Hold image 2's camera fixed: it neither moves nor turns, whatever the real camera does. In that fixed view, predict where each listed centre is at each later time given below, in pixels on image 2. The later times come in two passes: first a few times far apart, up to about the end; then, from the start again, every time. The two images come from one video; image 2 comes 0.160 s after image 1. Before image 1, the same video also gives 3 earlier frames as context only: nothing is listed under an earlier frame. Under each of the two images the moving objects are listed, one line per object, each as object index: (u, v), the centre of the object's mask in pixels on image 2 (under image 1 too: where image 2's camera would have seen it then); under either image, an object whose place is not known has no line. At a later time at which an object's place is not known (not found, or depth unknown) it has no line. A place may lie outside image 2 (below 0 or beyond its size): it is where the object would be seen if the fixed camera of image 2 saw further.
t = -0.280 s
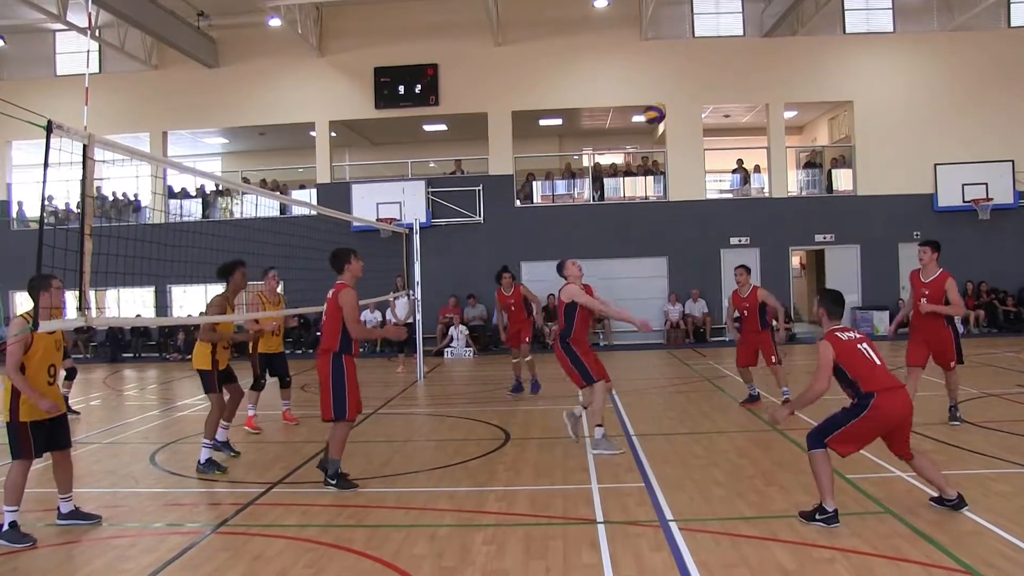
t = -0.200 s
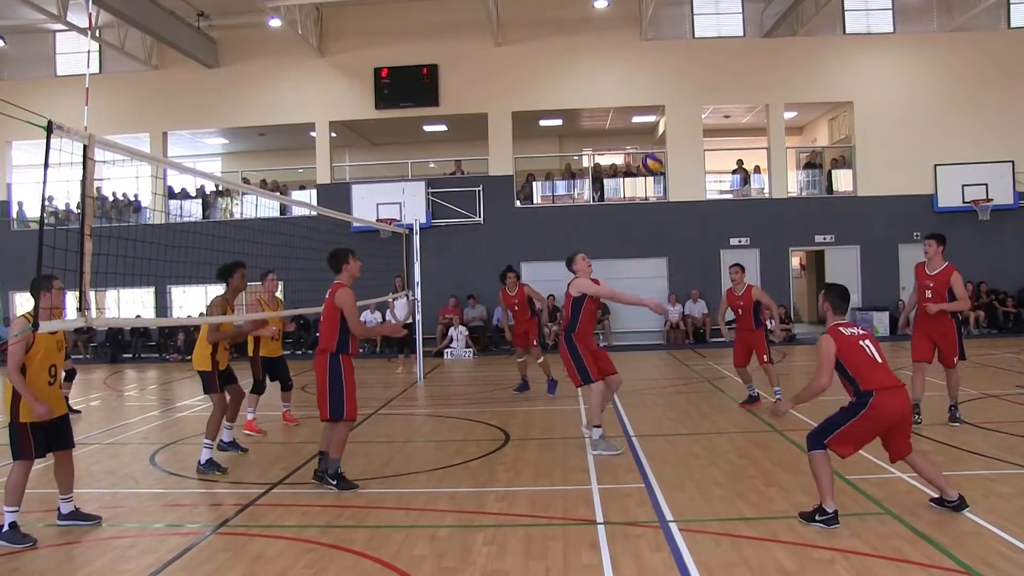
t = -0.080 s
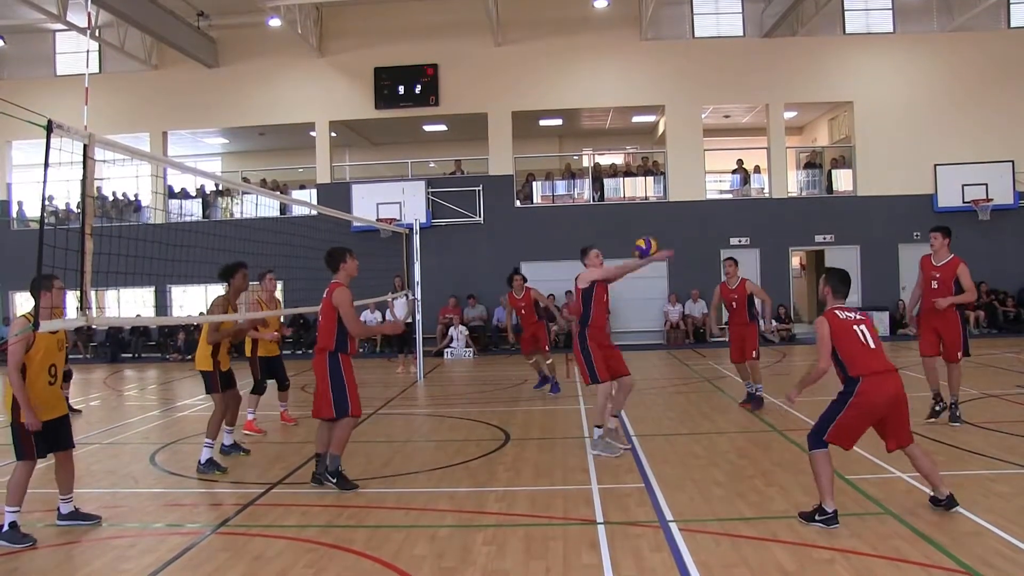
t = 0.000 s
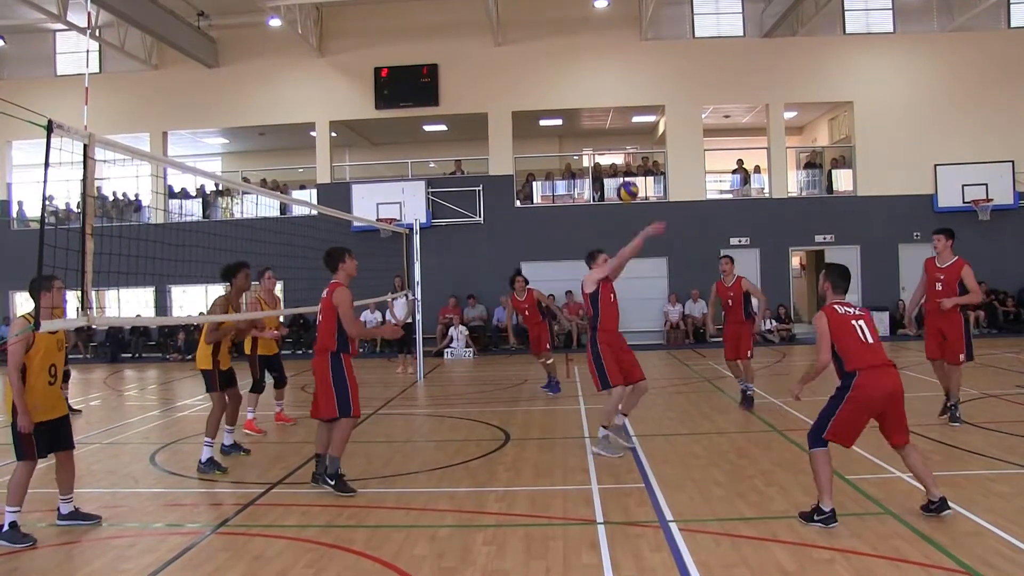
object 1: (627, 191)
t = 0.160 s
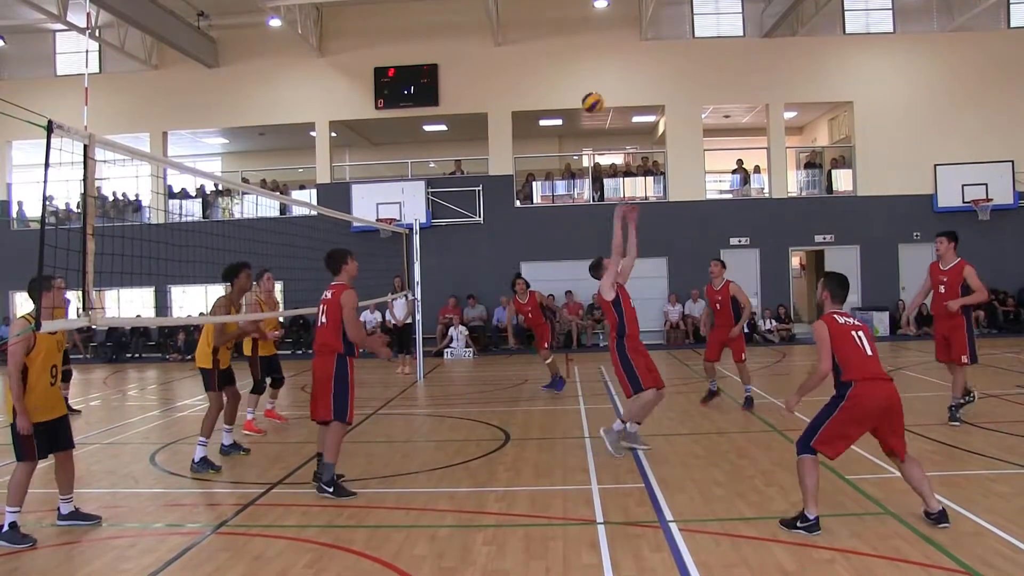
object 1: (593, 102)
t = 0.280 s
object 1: (570, 61)
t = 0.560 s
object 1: (526, 25)
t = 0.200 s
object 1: (585, 87)
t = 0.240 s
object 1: (577, 72)
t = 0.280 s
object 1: (570, 61)
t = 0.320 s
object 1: (563, 51)
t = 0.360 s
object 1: (556, 43)
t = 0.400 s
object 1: (550, 35)
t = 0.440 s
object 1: (543, 31)
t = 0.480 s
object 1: (537, 27)
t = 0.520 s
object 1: (531, 25)
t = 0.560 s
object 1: (526, 25)
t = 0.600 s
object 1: (520, 26)
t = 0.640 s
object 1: (515, 28)
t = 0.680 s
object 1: (510, 31)
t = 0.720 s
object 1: (504, 37)
